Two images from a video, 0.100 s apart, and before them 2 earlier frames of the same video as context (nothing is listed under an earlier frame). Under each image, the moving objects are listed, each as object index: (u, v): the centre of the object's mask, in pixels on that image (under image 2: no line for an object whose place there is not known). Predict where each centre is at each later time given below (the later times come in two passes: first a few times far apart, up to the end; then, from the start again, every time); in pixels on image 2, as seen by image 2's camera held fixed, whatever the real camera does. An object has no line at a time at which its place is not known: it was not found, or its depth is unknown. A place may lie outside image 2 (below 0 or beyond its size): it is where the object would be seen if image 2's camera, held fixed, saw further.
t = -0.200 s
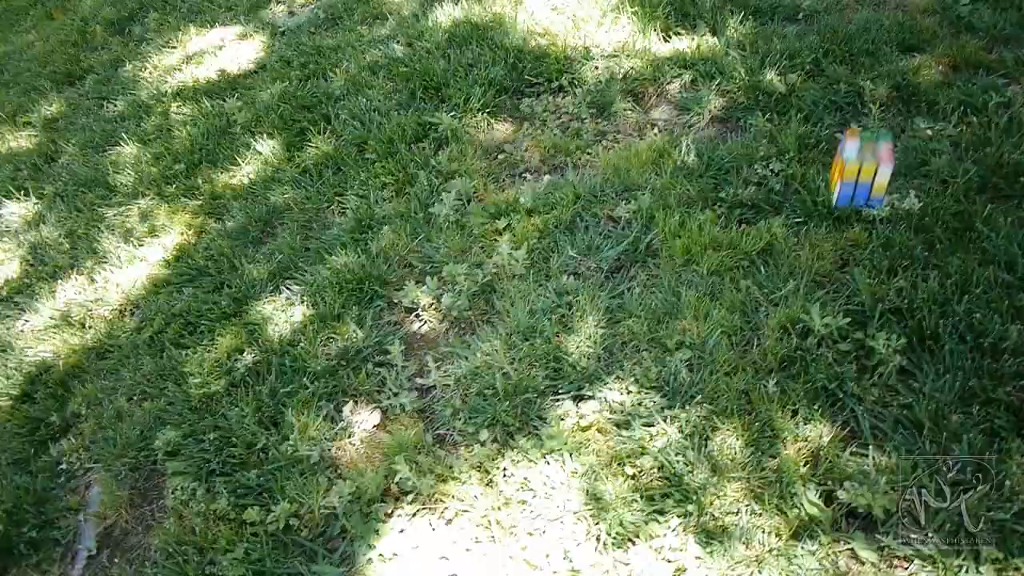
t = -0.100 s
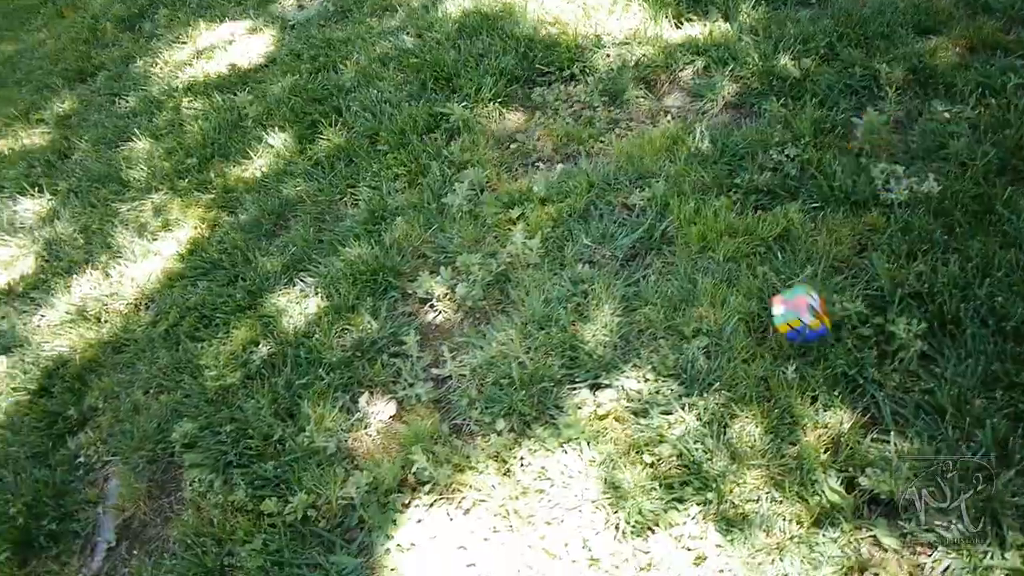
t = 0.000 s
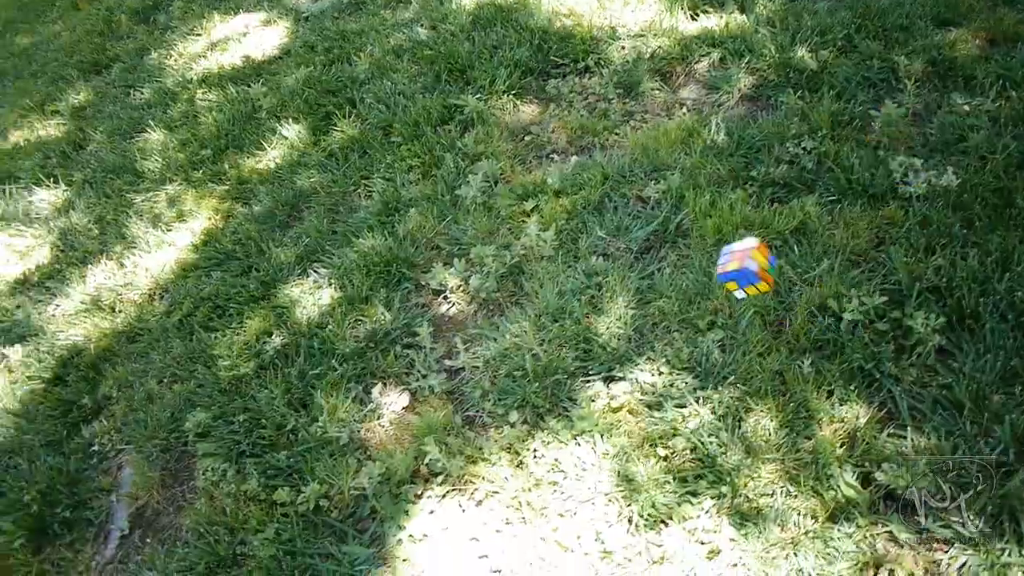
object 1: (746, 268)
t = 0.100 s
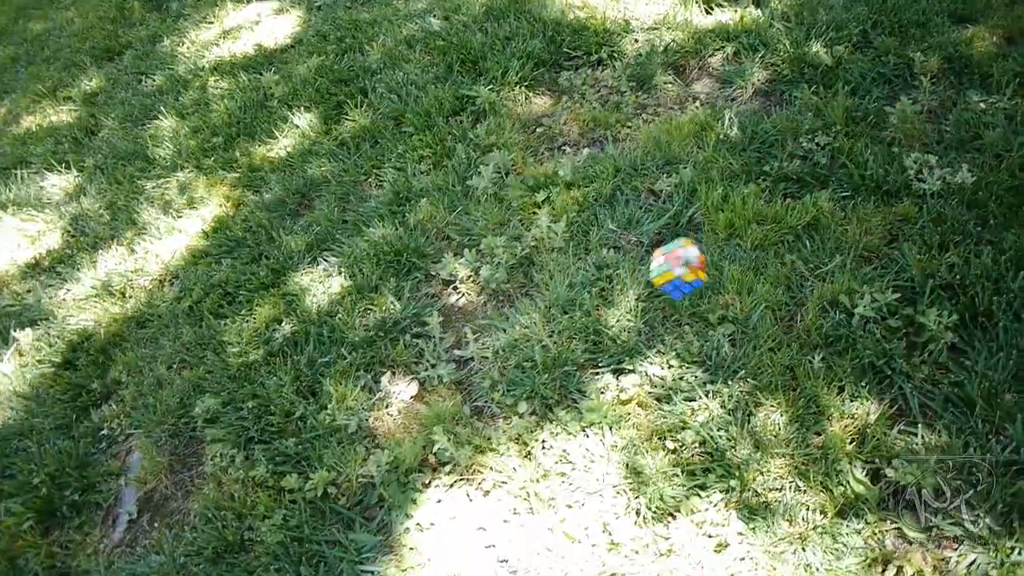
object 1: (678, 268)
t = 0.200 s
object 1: (605, 294)
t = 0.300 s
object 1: (544, 281)
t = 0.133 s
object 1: (651, 280)
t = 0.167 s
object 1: (628, 296)
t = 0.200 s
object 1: (605, 294)
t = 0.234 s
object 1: (583, 284)
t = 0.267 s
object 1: (564, 281)
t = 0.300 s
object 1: (544, 281)
